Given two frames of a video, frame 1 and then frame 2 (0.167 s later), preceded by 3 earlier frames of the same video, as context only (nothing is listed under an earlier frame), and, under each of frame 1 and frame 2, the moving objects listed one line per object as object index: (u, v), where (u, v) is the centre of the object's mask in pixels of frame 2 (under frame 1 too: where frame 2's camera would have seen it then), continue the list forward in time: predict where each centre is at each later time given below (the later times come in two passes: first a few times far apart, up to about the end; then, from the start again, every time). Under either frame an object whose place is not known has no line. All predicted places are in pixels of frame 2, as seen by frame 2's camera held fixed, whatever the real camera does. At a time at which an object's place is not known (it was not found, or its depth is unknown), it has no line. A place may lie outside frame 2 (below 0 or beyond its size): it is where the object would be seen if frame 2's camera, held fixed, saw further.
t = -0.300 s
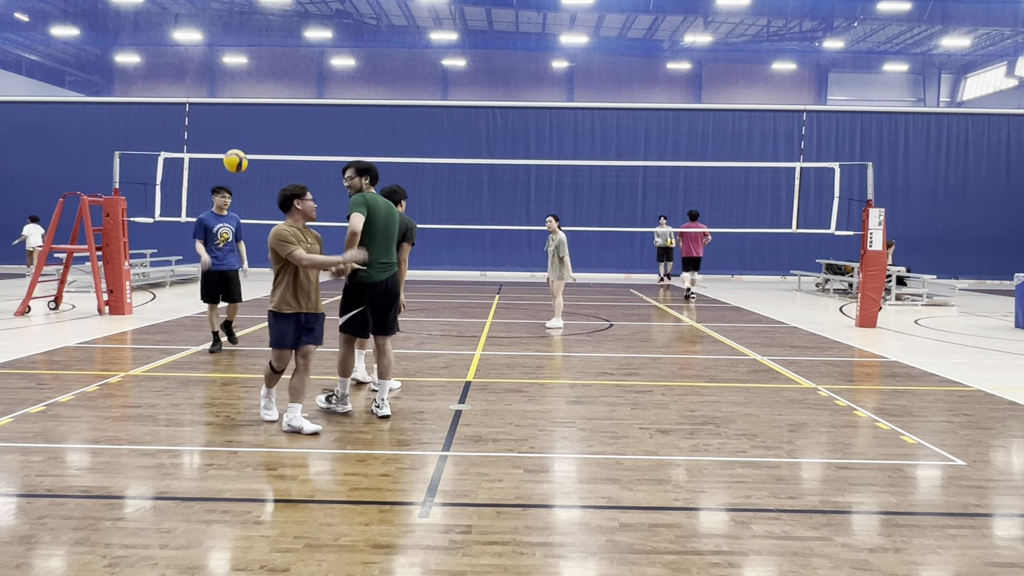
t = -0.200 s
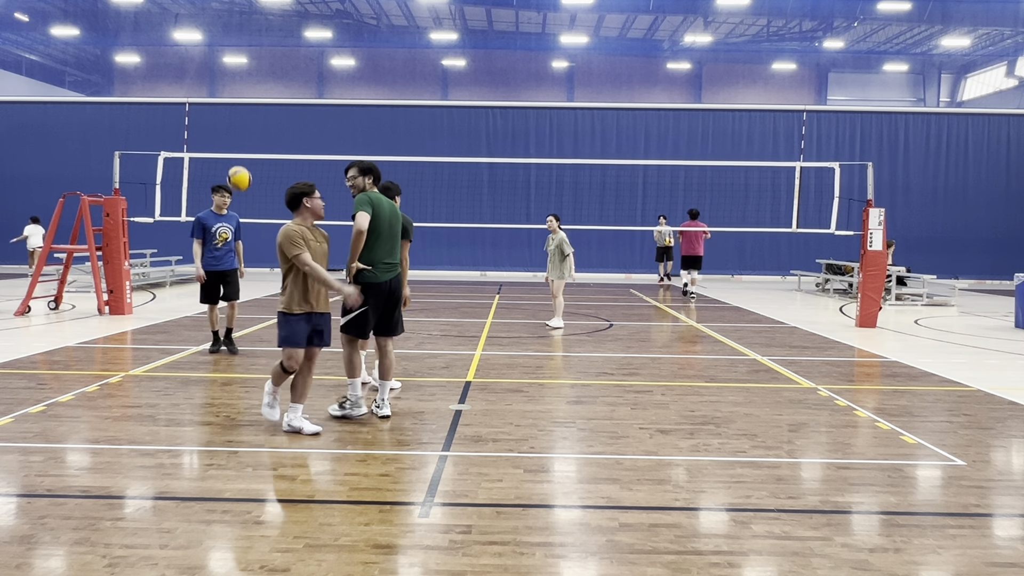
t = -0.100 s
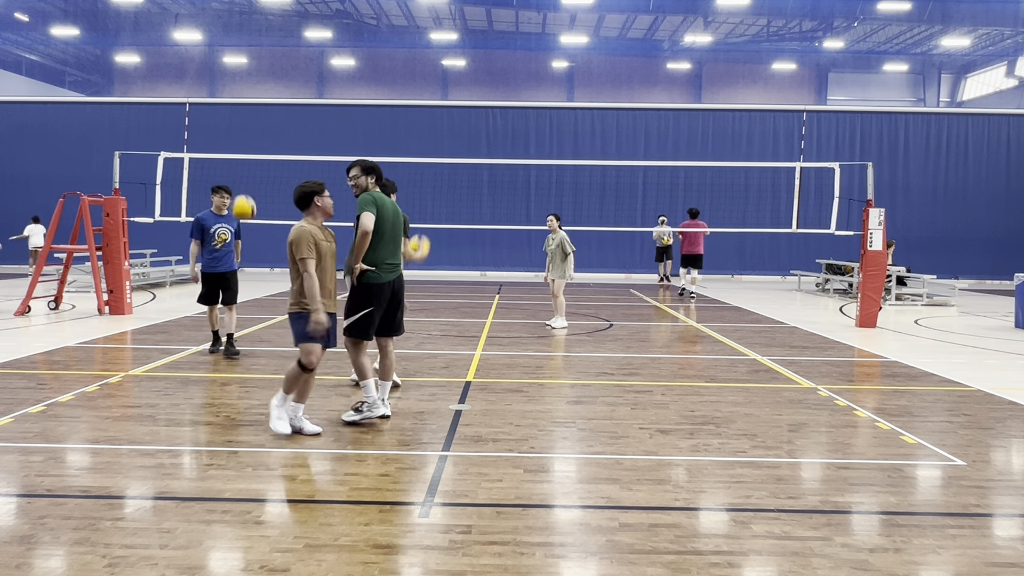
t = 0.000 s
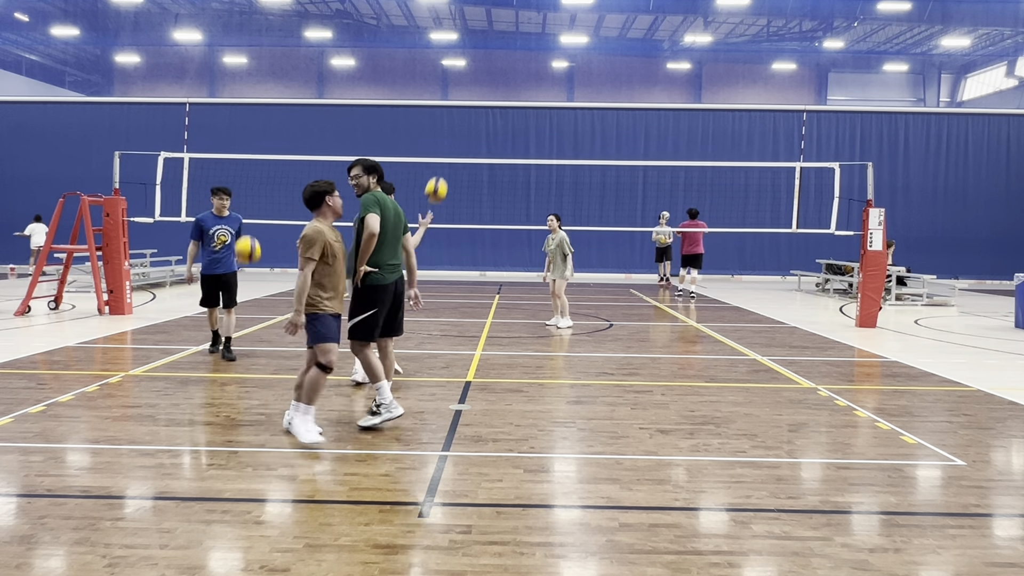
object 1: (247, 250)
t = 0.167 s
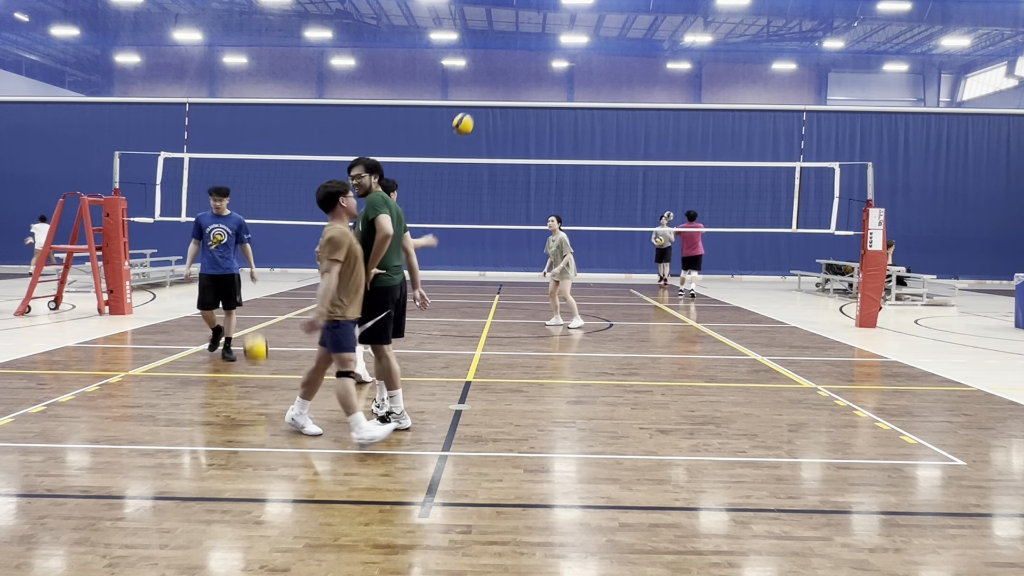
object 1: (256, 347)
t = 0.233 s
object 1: (258, 364)
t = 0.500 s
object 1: (268, 270)
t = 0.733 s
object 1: (278, 256)
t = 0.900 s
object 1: (286, 291)
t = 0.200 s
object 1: (257, 372)
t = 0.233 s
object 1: (258, 364)
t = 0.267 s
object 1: (260, 349)
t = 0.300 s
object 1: (260, 335)
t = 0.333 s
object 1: (262, 322)
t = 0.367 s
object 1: (263, 309)
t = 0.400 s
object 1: (264, 298)
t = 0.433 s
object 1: (265, 287)
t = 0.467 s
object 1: (267, 278)
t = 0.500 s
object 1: (268, 270)
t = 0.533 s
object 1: (269, 264)
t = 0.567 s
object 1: (270, 259)
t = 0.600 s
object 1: (272, 256)
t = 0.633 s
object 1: (273, 254)
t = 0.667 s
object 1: (275, 253)
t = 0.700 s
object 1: (276, 253)
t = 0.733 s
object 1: (278, 256)
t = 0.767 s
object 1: (279, 259)
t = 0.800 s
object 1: (281, 264)
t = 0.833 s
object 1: (283, 271)
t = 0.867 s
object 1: (284, 280)
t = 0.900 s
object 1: (286, 291)
